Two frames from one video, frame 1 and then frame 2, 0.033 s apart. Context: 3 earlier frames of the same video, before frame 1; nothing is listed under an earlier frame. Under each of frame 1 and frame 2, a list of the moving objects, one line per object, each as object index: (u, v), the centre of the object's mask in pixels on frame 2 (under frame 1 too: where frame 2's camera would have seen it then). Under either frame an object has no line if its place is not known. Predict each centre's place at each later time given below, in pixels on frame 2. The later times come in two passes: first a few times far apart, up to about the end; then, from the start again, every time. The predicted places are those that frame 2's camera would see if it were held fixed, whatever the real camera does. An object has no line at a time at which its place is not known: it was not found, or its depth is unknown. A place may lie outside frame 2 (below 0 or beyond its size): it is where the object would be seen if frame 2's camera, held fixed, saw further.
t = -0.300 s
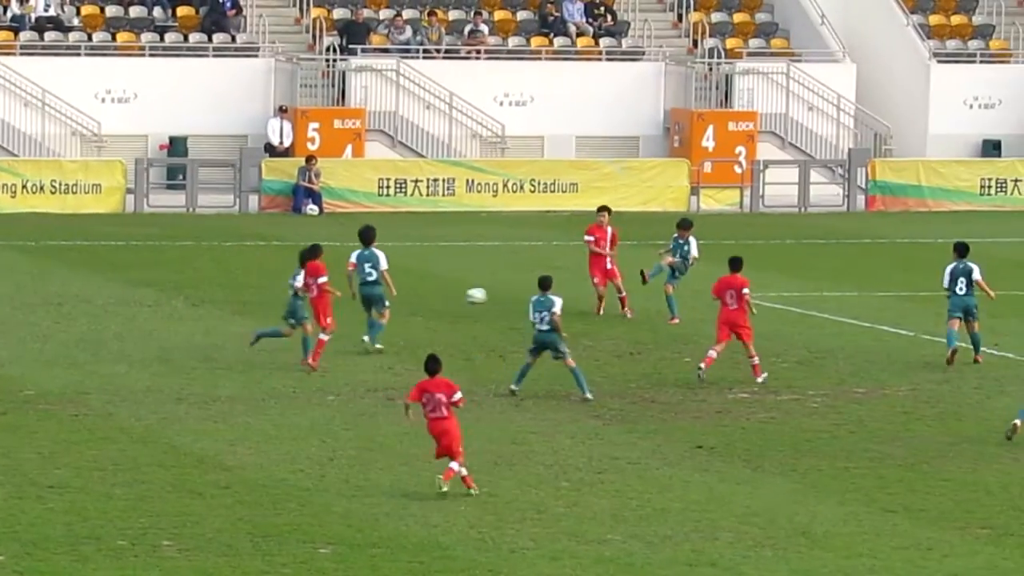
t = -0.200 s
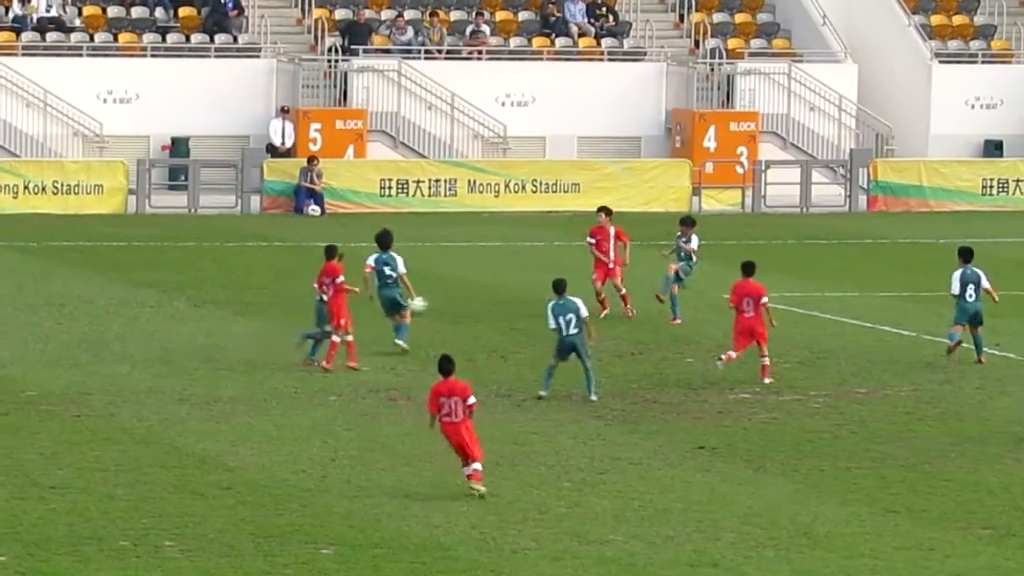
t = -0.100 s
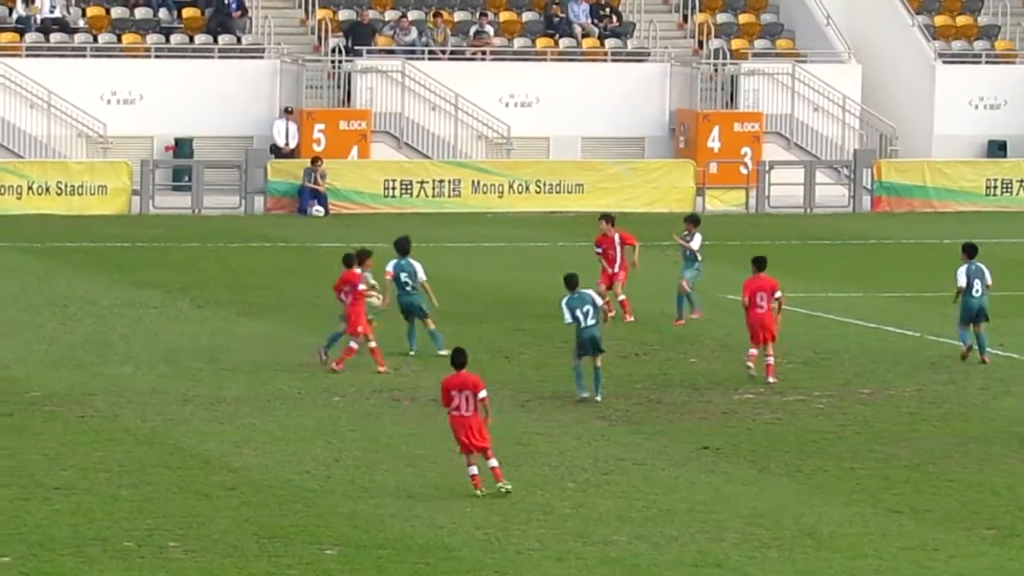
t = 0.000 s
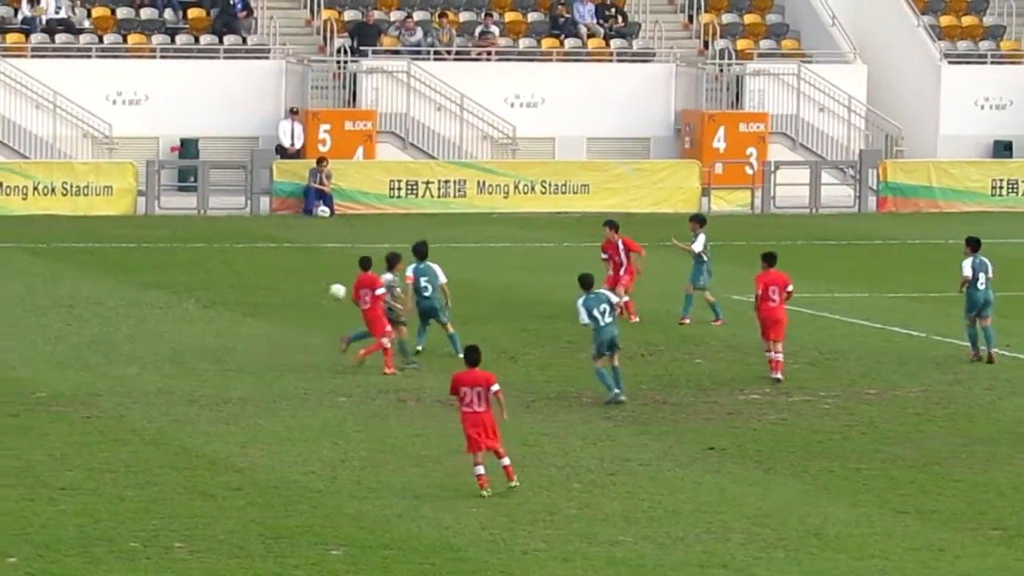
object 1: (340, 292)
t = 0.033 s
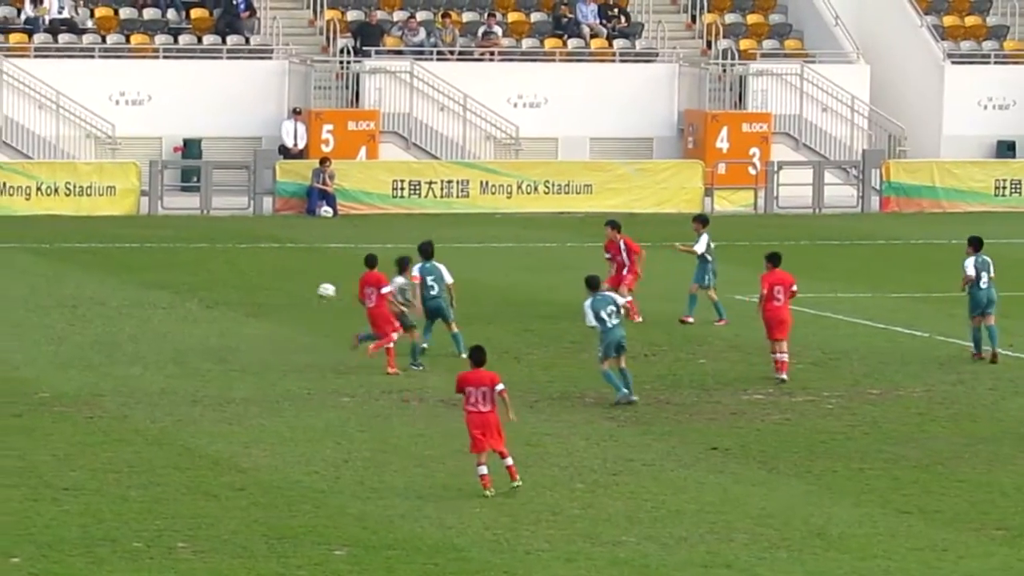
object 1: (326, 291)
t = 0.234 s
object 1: (248, 301)
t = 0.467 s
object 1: (175, 296)
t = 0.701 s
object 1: (107, 290)
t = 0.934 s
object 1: (42, 283)
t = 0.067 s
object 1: (314, 290)
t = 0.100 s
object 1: (300, 292)
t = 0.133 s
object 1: (286, 293)
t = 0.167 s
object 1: (274, 295)
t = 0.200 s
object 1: (261, 299)
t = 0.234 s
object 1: (248, 301)
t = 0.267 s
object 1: (238, 298)
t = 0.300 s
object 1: (228, 296)
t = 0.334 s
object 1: (217, 295)
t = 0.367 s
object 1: (206, 295)
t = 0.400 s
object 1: (196, 295)
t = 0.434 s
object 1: (186, 296)
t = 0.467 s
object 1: (175, 296)
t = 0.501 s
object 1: (166, 294)
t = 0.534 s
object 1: (156, 294)
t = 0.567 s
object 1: (146, 292)
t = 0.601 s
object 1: (136, 292)
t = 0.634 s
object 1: (126, 293)
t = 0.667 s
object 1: (117, 291)
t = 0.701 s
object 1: (107, 290)
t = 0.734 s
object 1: (97, 290)
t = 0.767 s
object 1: (88, 289)
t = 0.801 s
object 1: (78, 290)
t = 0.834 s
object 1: (69, 289)
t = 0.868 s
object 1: (61, 286)
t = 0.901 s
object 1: (51, 284)
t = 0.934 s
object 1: (42, 283)
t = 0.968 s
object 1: (33, 282)
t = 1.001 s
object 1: (25, 282)
